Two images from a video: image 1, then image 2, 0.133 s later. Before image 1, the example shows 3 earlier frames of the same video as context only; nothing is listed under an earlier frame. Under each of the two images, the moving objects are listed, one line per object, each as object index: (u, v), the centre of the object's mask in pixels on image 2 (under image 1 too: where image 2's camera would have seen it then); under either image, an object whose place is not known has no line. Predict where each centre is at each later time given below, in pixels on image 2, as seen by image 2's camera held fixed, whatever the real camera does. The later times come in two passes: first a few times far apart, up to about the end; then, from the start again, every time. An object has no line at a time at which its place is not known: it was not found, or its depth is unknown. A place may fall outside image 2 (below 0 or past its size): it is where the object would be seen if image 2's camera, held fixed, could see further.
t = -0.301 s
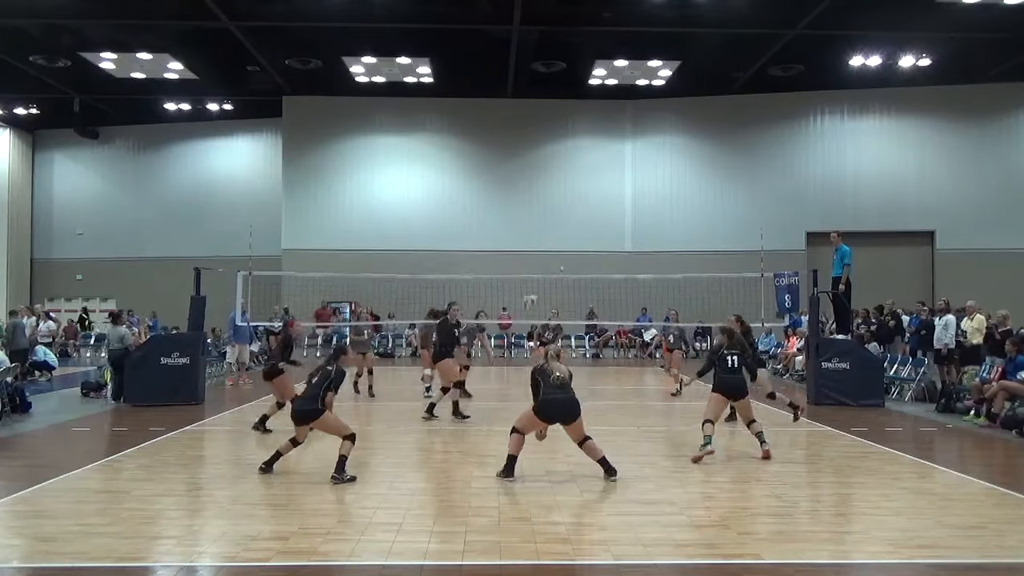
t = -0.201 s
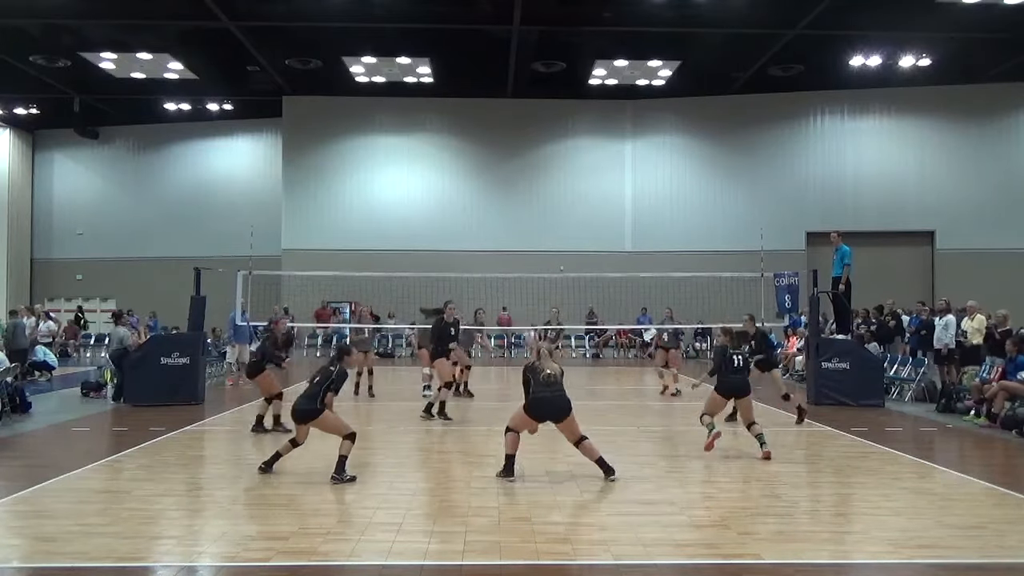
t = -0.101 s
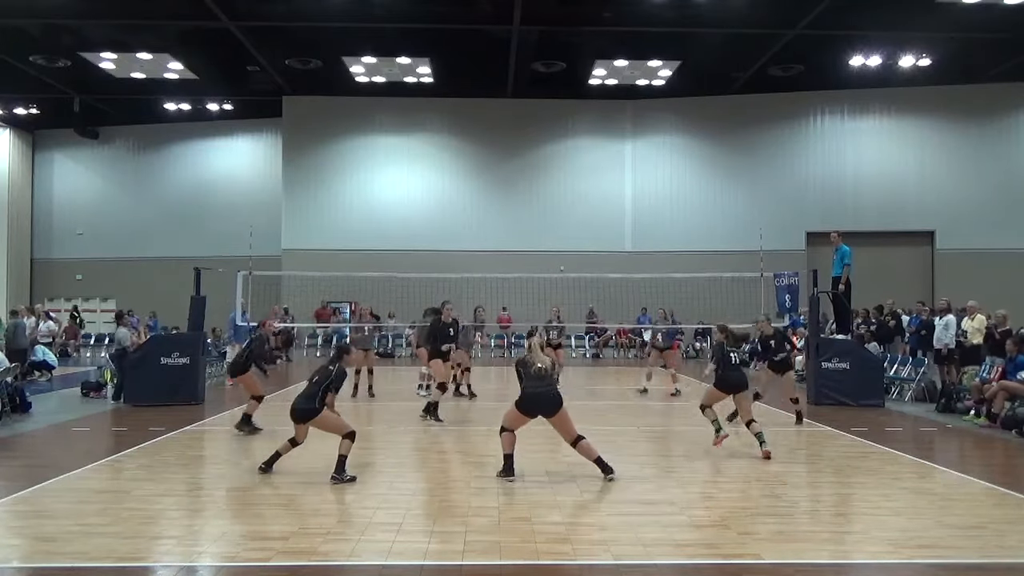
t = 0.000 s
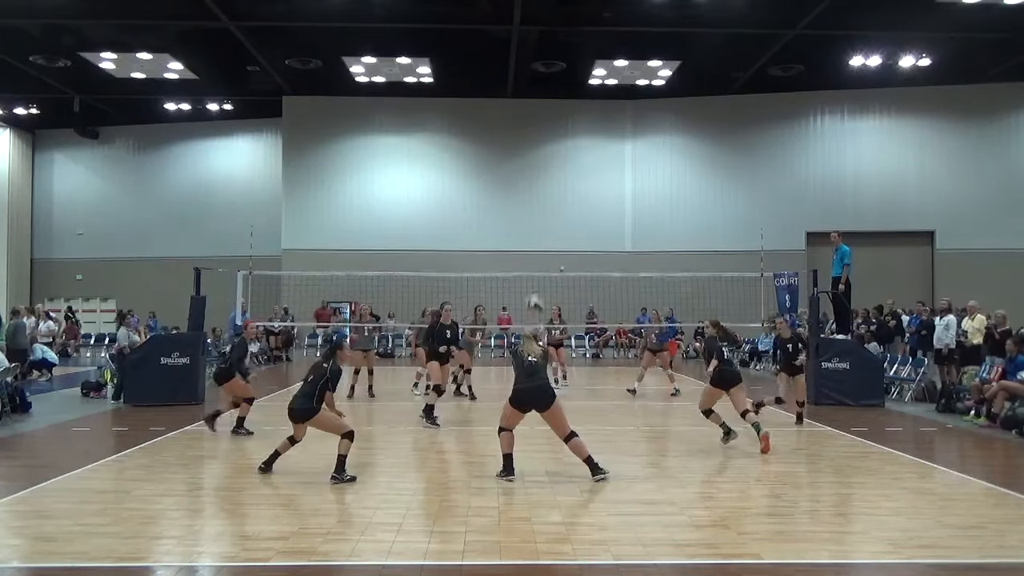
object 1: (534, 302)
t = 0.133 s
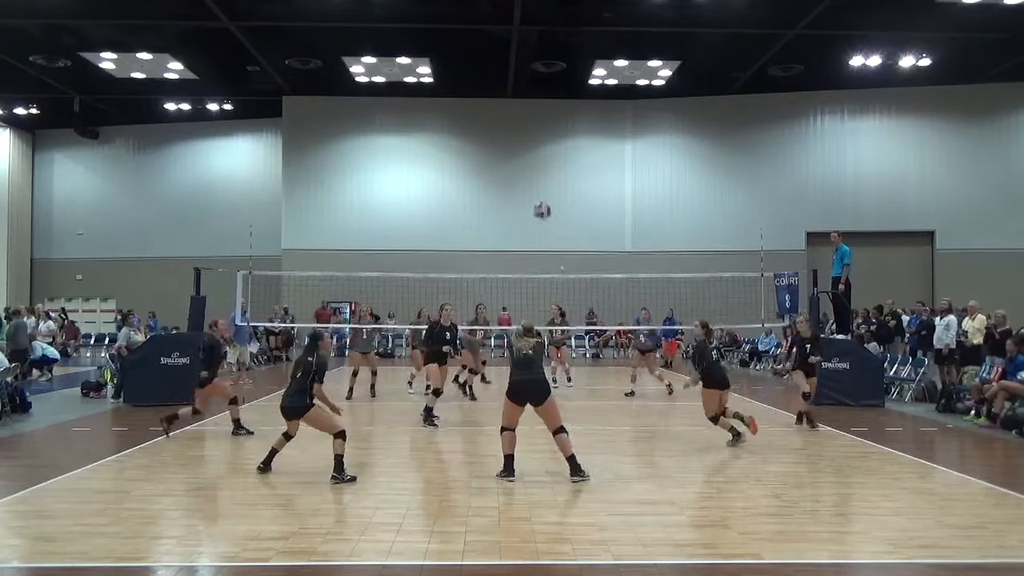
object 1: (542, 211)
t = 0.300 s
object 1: (551, 119)
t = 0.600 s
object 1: (566, 27)
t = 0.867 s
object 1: (579, 8)
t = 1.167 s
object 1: (592, 50)
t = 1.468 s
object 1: (604, 152)
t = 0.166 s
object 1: (545, 190)
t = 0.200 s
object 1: (546, 171)
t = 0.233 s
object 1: (548, 151)
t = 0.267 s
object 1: (549, 133)
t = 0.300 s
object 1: (551, 119)
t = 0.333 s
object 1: (554, 105)
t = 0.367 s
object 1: (555, 91)
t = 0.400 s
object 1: (557, 80)
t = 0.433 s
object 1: (558, 69)
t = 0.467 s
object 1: (560, 58)
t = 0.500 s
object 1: (562, 49)
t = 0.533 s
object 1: (563, 40)
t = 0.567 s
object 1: (565, 33)
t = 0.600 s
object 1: (566, 27)
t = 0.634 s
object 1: (568, 21)
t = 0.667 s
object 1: (570, 16)
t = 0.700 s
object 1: (571, 13)
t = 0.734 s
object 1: (573, 10)
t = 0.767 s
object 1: (574, 8)
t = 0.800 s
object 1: (576, 8)
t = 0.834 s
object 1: (577, 8)
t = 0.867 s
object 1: (579, 8)
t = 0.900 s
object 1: (580, 9)
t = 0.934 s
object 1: (582, 11)
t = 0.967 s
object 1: (583, 15)
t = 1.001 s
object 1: (585, 18)
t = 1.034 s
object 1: (586, 23)
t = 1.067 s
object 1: (587, 29)
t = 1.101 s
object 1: (589, 35)
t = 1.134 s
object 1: (590, 42)
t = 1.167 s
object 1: (592, 50)
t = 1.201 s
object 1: (593, 58)
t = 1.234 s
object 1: (594, 67)
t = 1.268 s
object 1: (595, 78)
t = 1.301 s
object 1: (598, 89)
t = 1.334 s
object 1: (598, 99)
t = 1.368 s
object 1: (600, 111)
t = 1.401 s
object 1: (602, 122)
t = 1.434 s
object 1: (603, 137)
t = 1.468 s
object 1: (604, 152)
